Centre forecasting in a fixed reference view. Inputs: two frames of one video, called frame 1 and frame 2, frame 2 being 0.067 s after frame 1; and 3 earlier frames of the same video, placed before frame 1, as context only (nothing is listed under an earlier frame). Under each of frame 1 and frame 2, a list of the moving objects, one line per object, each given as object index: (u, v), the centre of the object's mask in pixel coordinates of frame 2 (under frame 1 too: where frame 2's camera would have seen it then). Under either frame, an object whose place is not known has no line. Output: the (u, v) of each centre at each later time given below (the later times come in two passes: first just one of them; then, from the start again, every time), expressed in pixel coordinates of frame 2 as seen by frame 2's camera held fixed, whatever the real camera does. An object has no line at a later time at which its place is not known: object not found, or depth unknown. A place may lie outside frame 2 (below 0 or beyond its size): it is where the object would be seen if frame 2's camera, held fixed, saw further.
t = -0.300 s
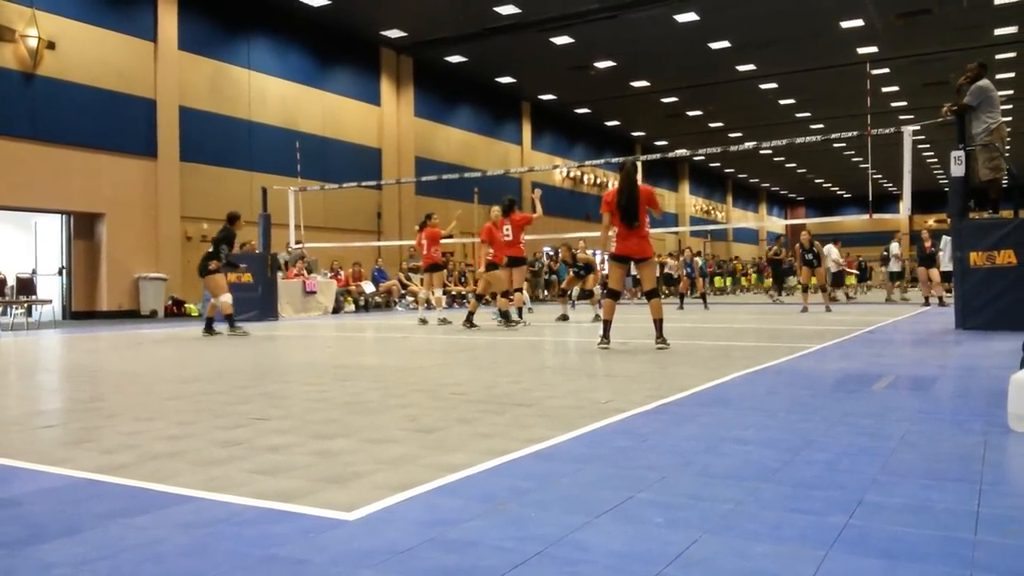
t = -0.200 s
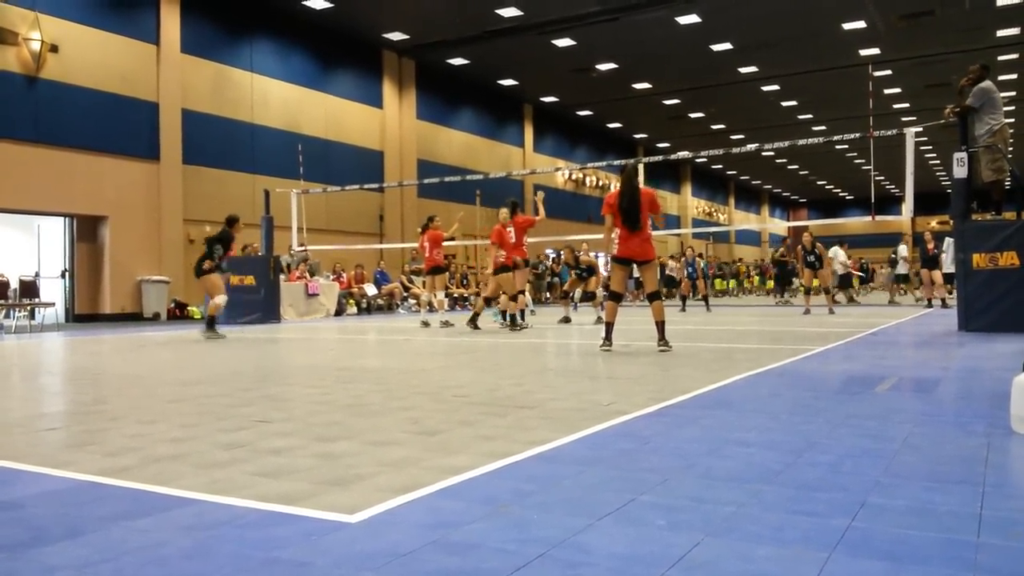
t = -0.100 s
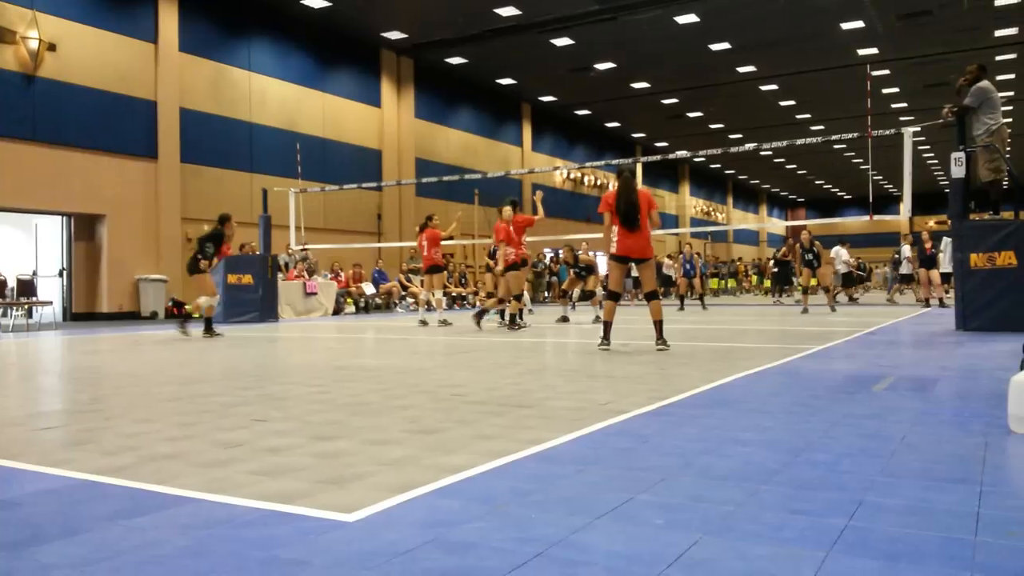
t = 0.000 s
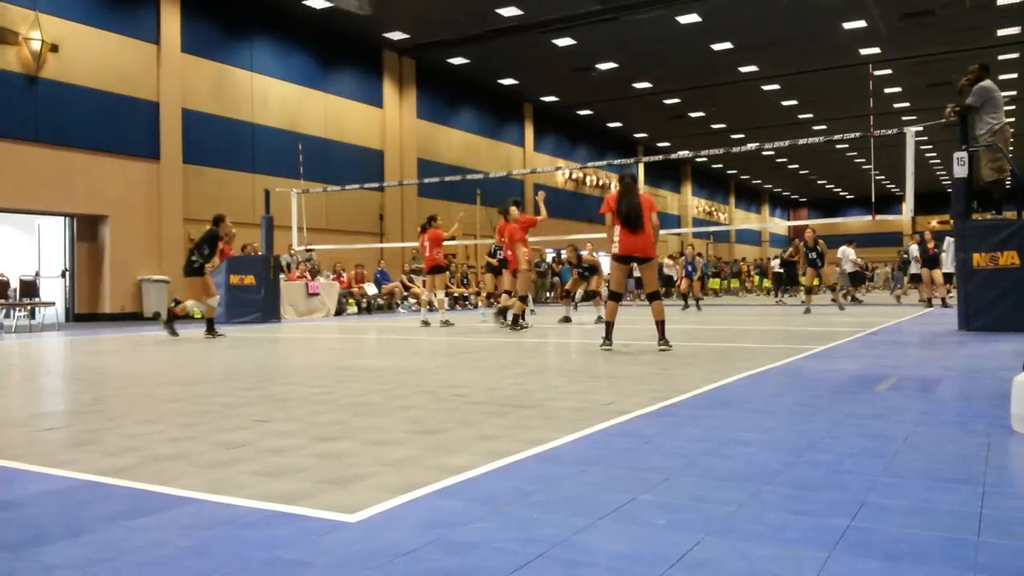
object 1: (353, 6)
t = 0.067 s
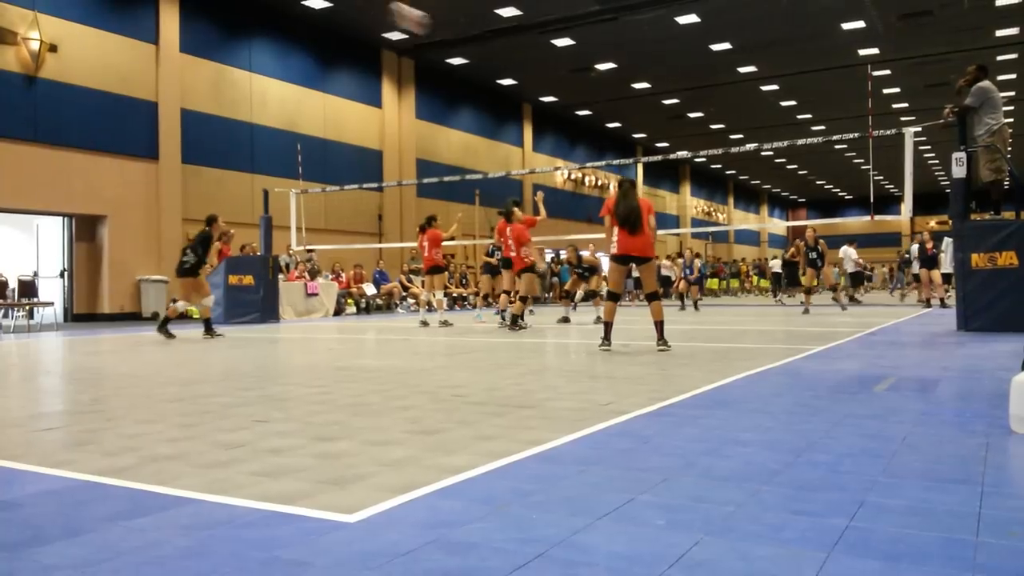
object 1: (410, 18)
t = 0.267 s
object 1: (528, 75)
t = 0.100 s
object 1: (435, 28)
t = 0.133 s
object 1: (457, 38)
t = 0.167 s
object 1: (478, 48)
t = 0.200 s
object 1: (496, 58)
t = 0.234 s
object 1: (513, 67)
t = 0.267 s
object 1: (528, 75)
